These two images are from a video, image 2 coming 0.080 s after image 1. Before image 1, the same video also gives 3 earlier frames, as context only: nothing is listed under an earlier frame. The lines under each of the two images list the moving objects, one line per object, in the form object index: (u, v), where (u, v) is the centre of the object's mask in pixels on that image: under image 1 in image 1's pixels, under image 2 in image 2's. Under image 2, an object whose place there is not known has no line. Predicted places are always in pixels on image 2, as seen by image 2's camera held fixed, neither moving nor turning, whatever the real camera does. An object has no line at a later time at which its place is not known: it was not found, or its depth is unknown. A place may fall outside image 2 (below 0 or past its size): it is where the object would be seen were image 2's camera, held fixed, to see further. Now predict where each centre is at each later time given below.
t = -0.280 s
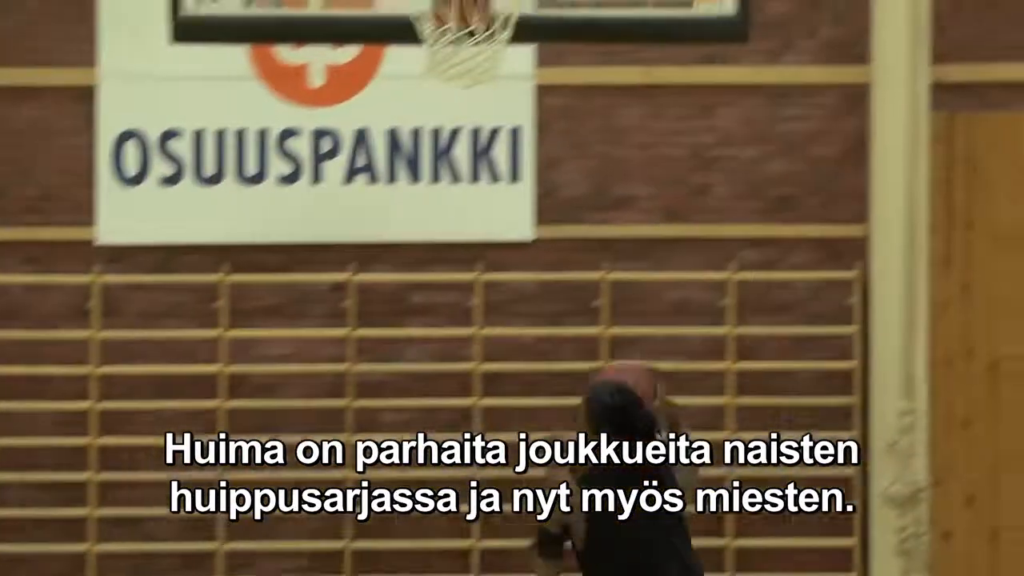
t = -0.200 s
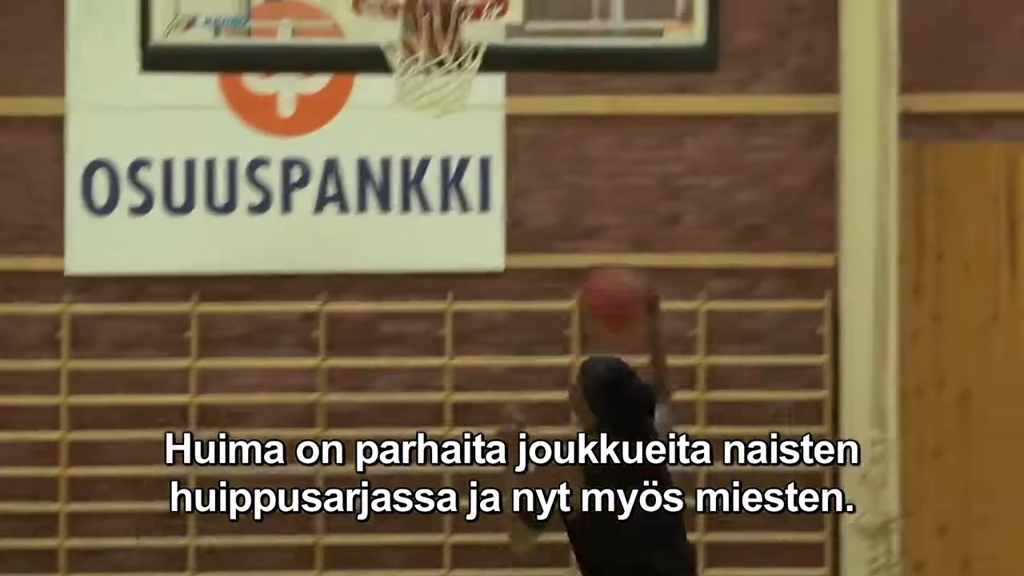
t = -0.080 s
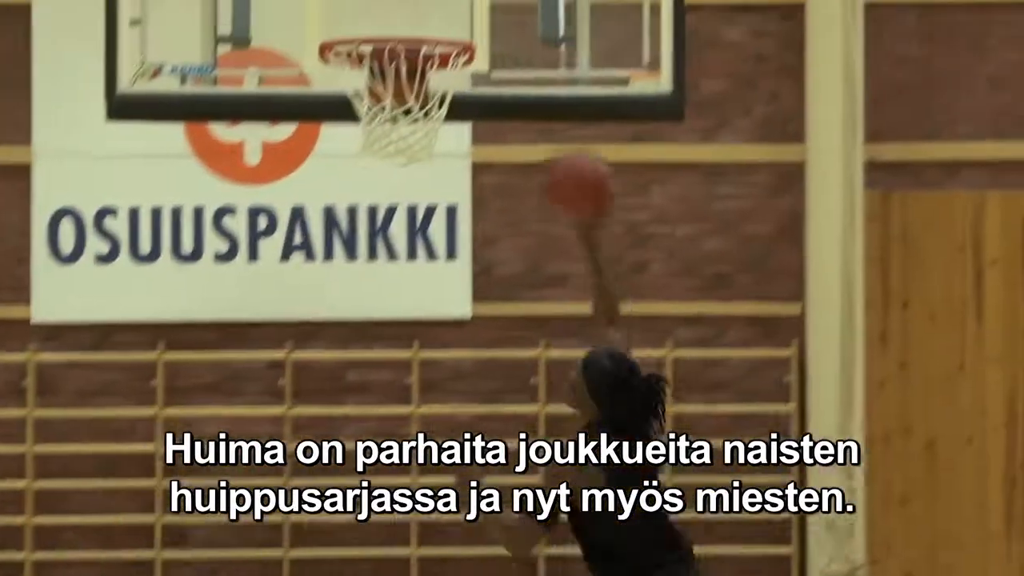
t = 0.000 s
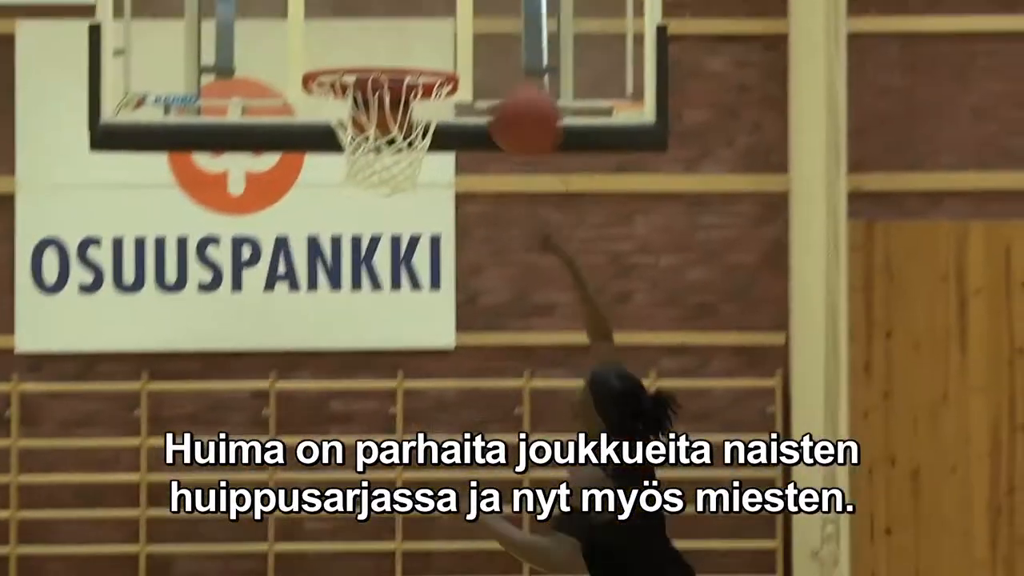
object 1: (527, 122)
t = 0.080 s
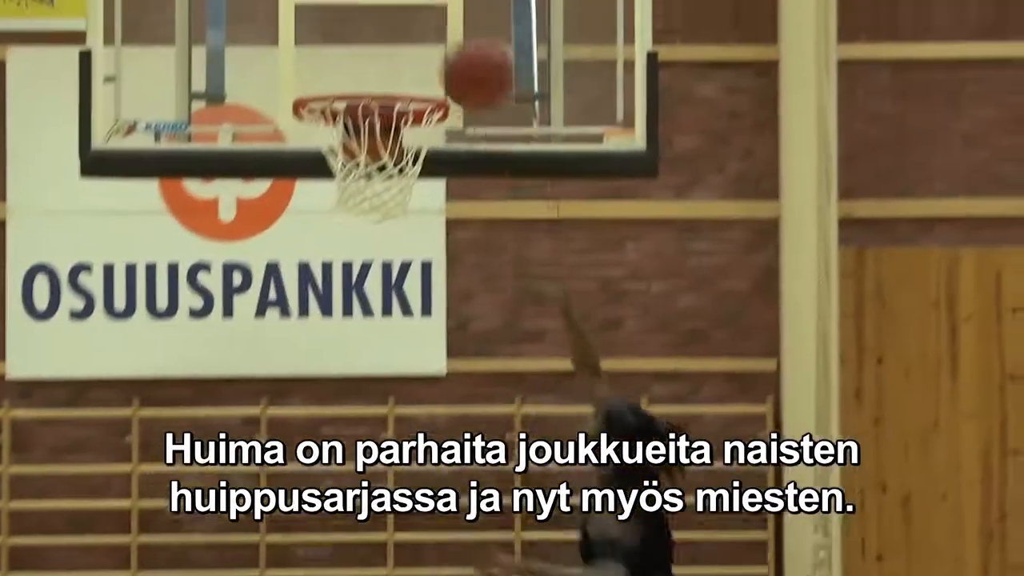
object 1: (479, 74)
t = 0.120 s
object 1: (463, 46)
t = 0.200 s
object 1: (447, 21)
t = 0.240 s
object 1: (440, 15)
